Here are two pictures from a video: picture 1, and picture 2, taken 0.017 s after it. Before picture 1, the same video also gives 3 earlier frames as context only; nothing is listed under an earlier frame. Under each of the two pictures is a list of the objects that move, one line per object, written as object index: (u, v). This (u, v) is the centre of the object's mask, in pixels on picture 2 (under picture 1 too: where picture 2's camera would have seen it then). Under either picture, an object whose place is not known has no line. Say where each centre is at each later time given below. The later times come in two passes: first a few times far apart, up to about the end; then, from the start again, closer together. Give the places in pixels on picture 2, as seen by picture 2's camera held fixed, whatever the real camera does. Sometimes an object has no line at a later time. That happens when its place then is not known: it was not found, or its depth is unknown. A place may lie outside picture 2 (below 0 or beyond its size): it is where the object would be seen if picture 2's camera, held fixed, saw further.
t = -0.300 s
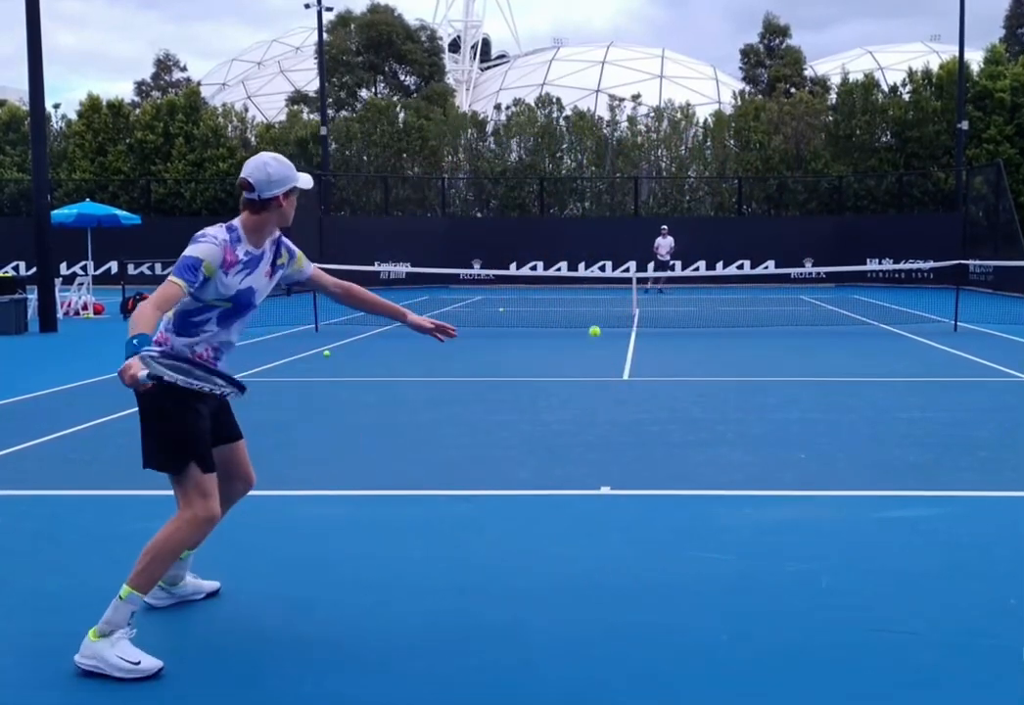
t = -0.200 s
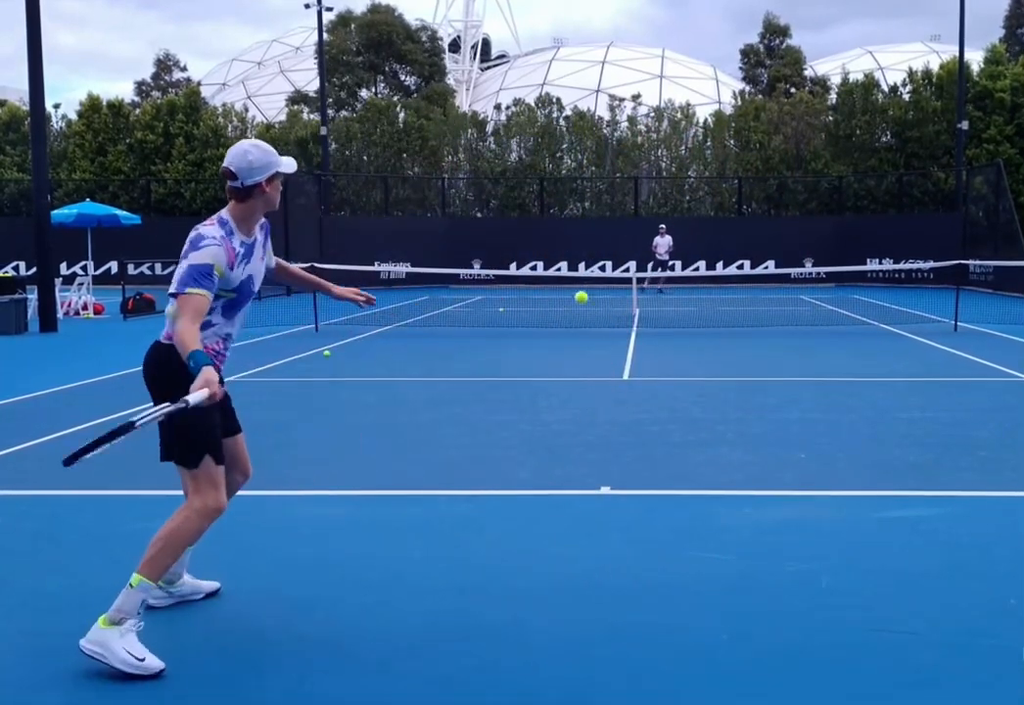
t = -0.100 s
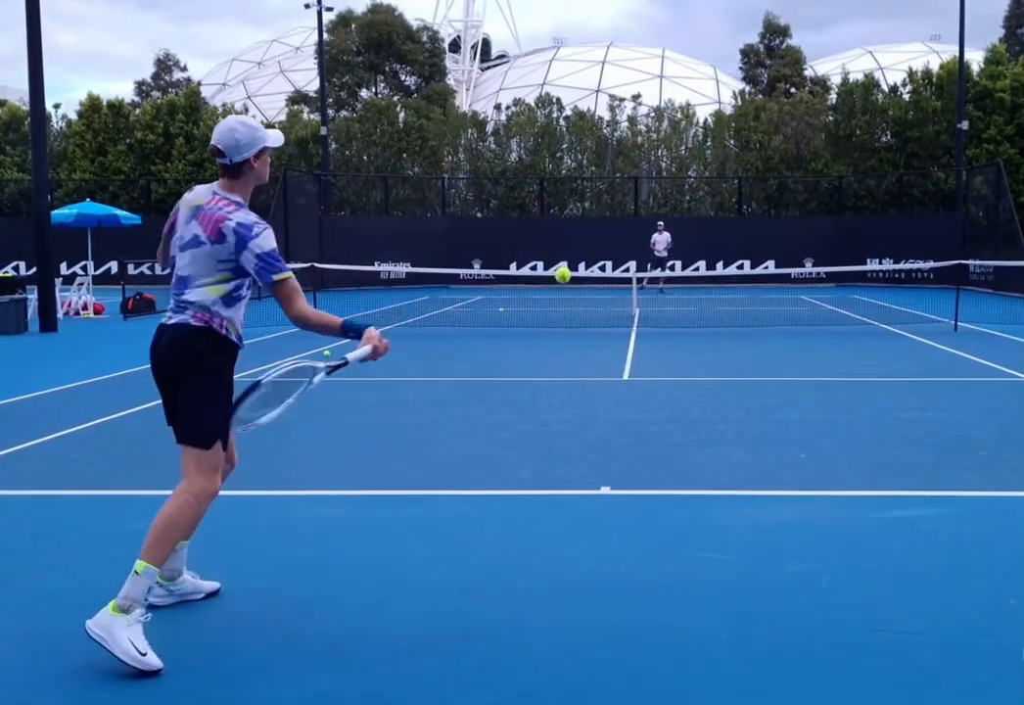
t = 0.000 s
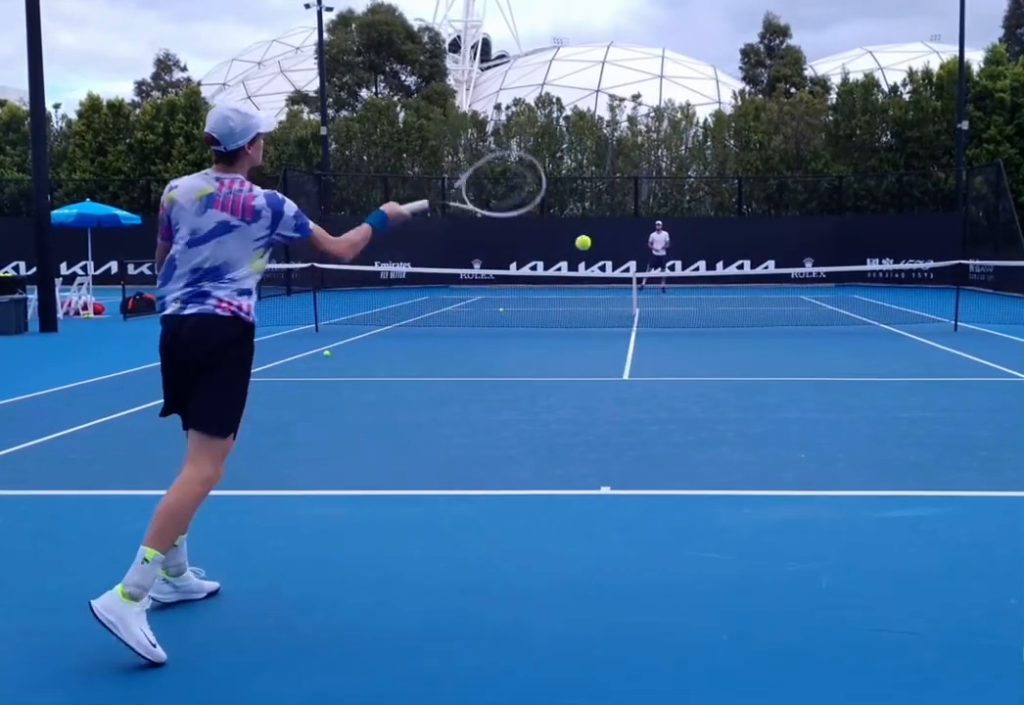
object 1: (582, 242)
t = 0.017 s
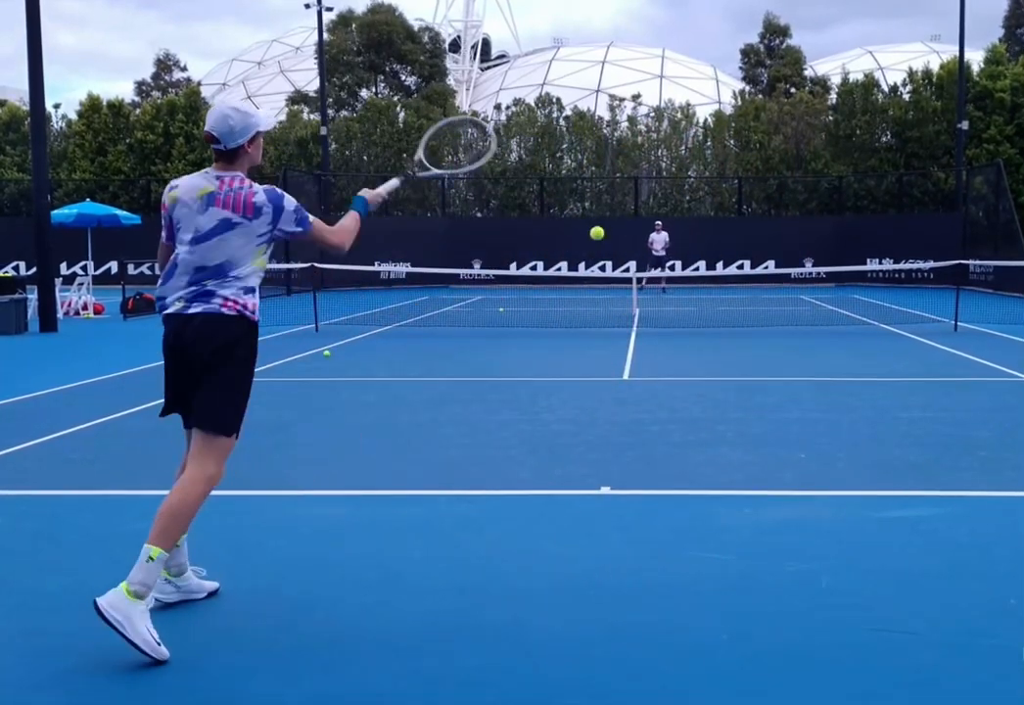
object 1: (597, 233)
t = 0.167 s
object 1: (659, 208)
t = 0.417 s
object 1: (693, 238)
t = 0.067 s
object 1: (626, 216)
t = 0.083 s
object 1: (633, 213)
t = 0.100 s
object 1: (640, 211)
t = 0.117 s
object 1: (645, 209)
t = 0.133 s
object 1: (651, 209)
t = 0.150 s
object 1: (655, 208)
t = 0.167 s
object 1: (659, 208)
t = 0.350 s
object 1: (687, 226)
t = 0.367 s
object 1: (689, 229)
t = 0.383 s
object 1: (690, 232)
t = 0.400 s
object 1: (692, 234)
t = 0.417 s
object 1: (693, 238)
